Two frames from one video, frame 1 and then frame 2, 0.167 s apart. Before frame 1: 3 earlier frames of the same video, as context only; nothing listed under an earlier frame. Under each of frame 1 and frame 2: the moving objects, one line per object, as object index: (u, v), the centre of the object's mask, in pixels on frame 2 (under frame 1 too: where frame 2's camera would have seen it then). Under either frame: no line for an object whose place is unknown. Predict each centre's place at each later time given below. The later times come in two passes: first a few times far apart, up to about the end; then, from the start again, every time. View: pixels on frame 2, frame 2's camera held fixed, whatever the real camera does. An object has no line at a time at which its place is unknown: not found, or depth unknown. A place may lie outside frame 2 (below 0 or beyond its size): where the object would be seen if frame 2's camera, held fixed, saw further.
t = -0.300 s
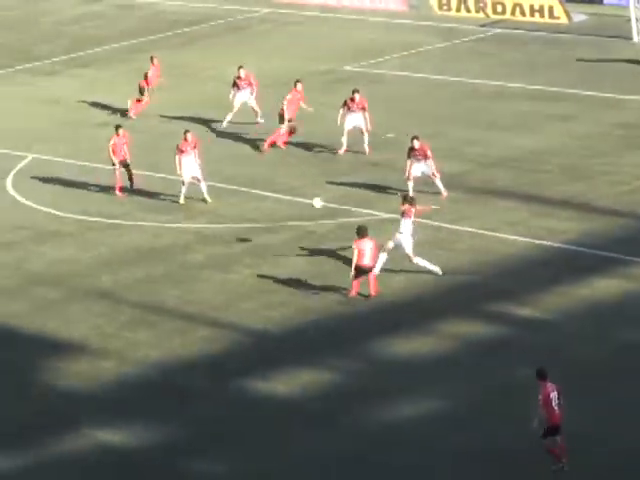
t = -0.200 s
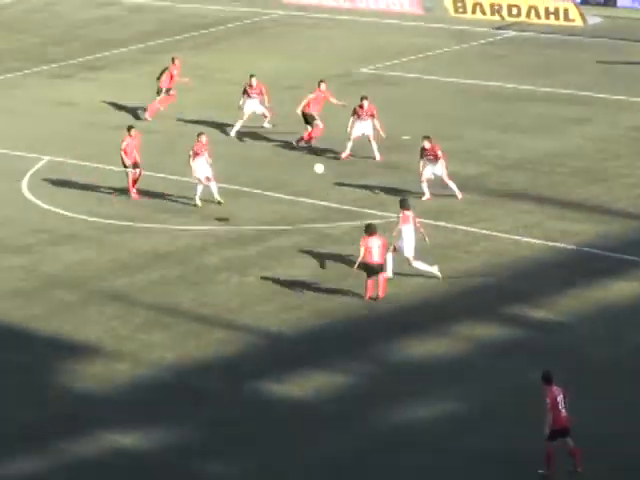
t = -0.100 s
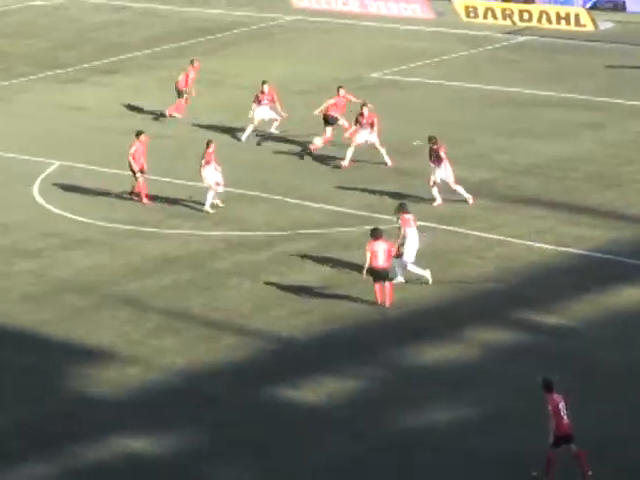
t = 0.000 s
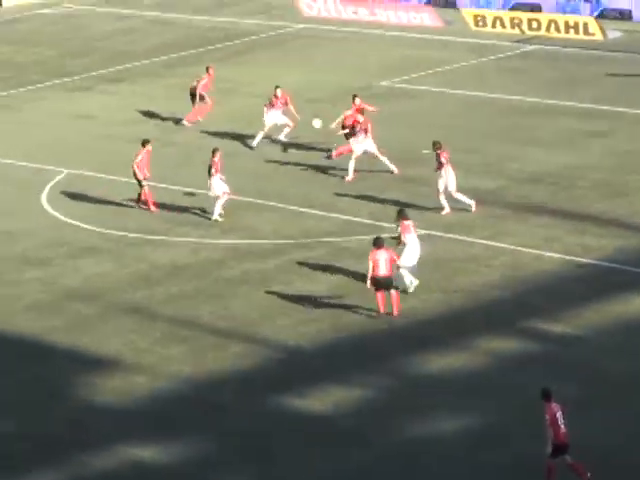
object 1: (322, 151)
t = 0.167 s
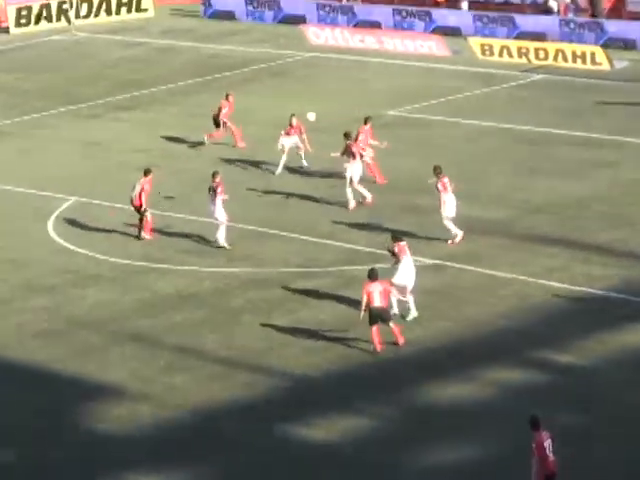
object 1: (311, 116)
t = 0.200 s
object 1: (309, 110)
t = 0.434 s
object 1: (298, 79)
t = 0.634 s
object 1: (295, 66)
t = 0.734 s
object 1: (296, 63)
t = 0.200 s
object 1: (309, 110)
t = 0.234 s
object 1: (308, 104)
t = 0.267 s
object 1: (306, 99)
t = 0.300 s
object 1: (304, 94)
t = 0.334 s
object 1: (303, 90)
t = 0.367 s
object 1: (301, 86)
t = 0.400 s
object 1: (300, 82)
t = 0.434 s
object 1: (298, 79)
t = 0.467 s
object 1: (298, 76)
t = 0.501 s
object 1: (297, 73)
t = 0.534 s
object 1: (296, 71)
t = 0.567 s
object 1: (294, 69)
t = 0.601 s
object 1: (295, 67)
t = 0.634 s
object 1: (295, 66)
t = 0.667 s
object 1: (295, 65)
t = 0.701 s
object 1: (296, 63)
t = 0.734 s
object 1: (296, 63)
